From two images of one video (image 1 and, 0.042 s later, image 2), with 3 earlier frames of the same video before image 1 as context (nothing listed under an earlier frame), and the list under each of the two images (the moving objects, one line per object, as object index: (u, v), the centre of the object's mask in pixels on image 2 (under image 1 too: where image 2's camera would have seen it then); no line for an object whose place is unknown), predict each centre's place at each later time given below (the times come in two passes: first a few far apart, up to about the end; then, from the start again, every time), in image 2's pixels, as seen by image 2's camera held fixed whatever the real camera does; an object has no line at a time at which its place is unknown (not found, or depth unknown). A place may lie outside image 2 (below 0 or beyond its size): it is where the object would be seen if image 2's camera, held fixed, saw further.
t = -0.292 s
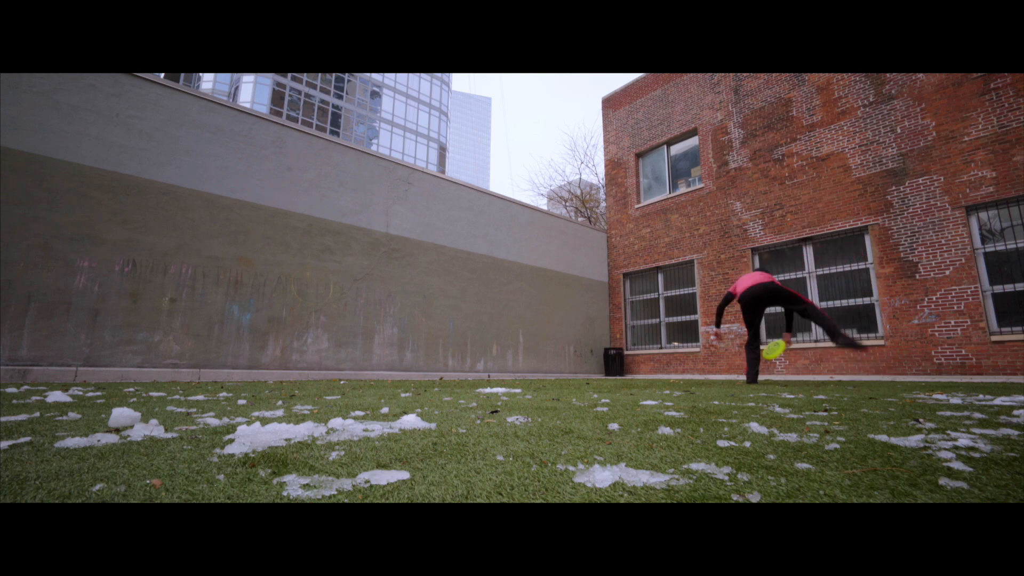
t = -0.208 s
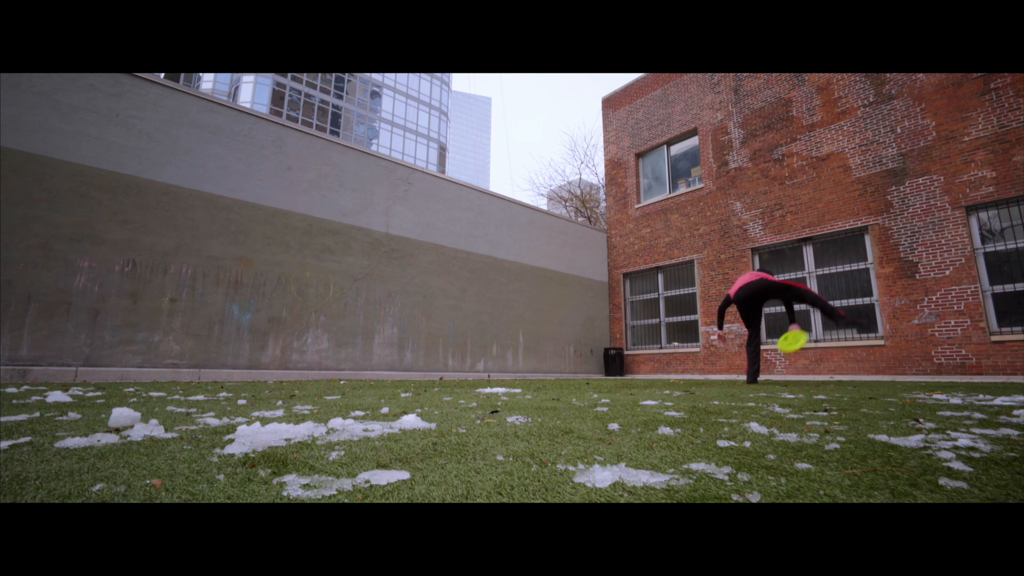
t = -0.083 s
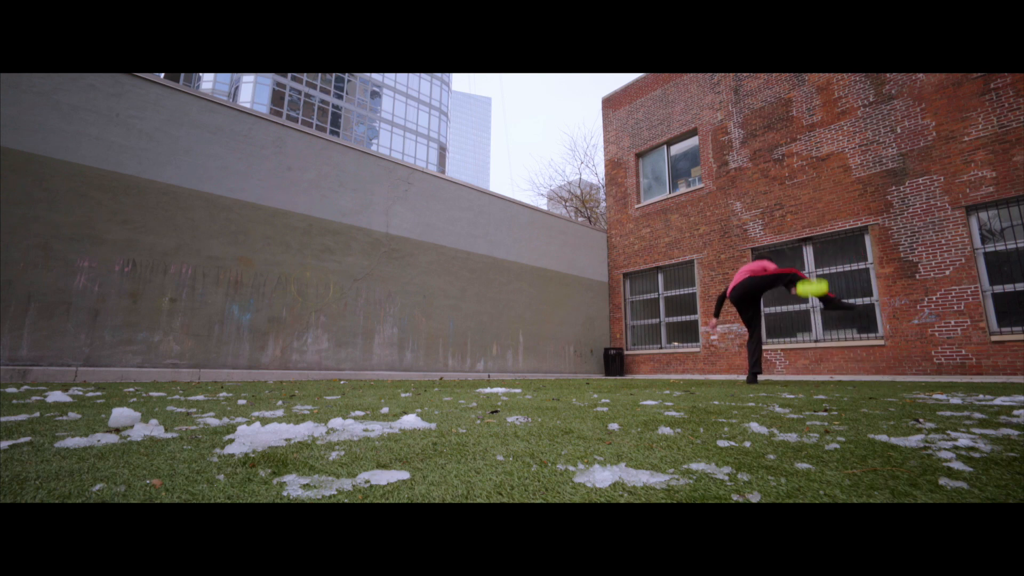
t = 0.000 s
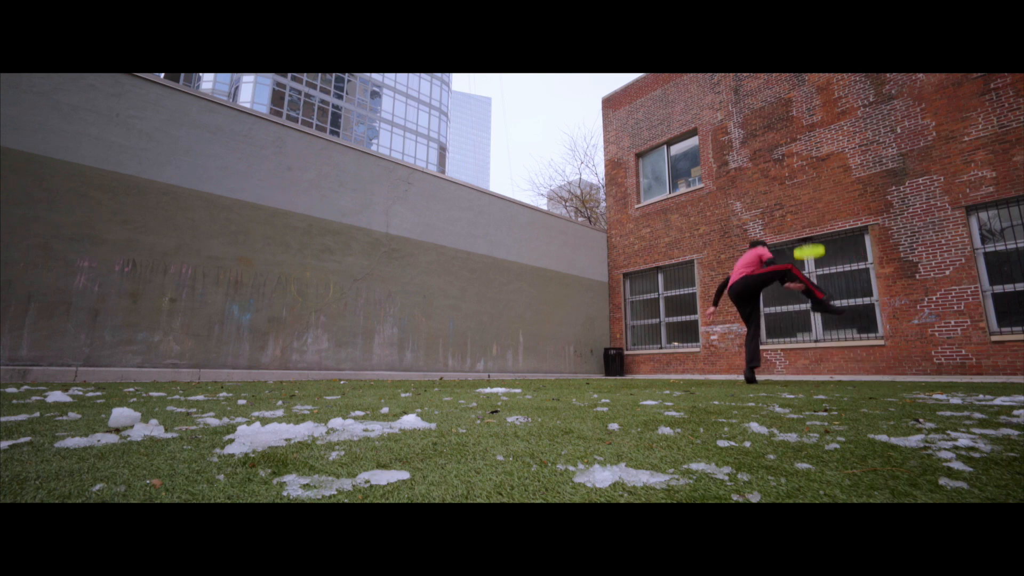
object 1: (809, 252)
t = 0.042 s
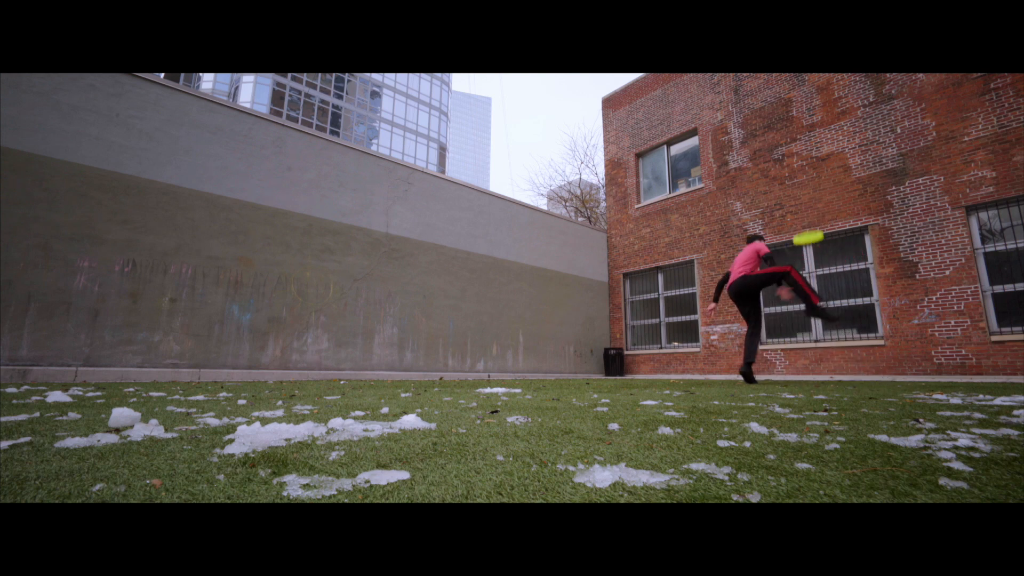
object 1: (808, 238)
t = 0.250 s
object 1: (805, 198)
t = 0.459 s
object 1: (807, 198)
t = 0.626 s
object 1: (811, 221)
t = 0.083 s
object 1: (807, 226)
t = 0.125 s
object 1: (806, 216)
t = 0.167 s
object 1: (806, 208)
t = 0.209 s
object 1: (805, 202)
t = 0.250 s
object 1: (805, 198)
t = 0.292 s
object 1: (805, 195)
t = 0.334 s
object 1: (806, 194)
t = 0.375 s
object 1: (806, 194)
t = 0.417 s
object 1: (806, 195)
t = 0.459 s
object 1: (807, 198)
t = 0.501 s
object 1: (808, 202)
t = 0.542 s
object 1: (809, 207)
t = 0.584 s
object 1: (810, 213)
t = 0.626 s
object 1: (811, 221)
